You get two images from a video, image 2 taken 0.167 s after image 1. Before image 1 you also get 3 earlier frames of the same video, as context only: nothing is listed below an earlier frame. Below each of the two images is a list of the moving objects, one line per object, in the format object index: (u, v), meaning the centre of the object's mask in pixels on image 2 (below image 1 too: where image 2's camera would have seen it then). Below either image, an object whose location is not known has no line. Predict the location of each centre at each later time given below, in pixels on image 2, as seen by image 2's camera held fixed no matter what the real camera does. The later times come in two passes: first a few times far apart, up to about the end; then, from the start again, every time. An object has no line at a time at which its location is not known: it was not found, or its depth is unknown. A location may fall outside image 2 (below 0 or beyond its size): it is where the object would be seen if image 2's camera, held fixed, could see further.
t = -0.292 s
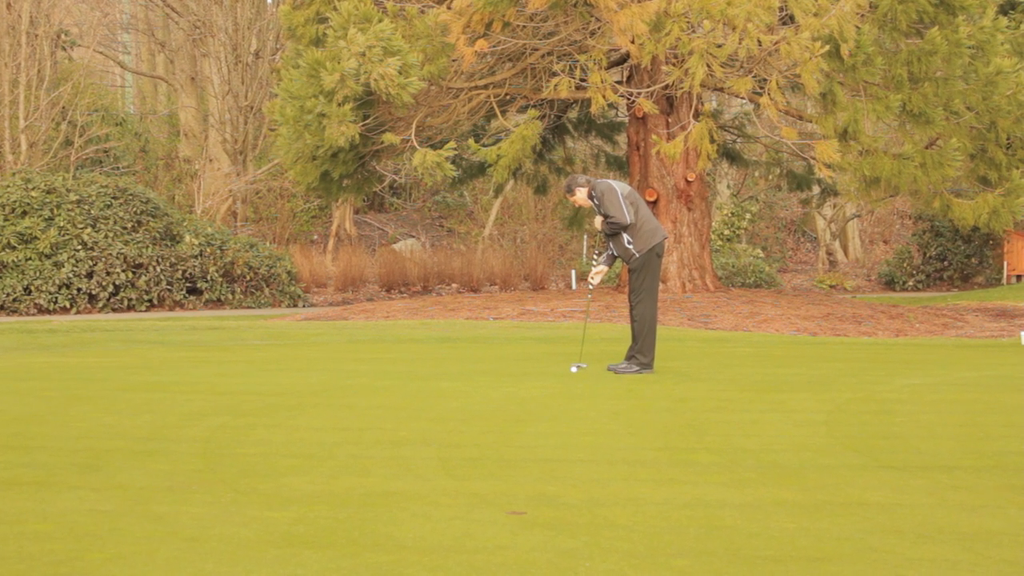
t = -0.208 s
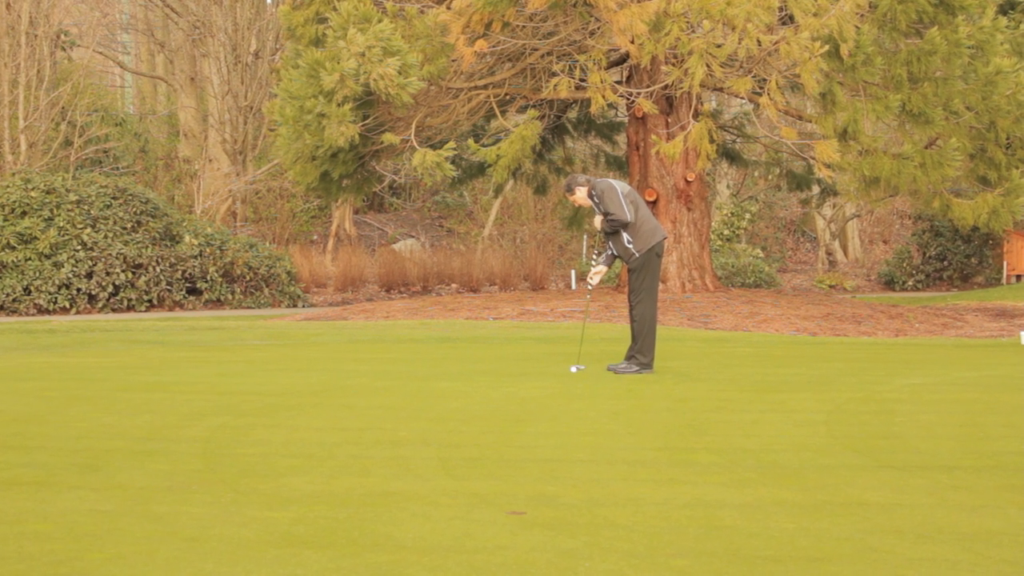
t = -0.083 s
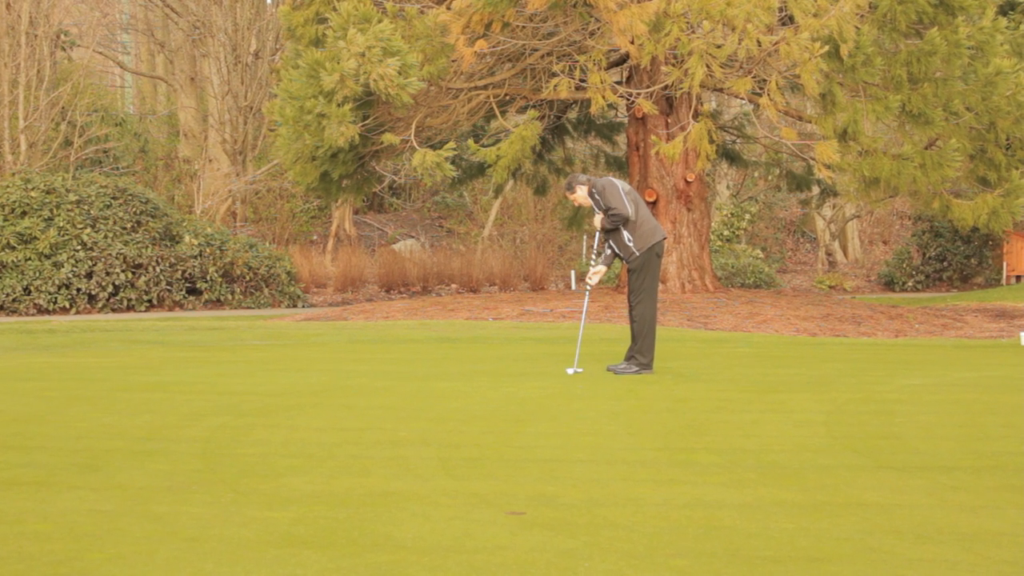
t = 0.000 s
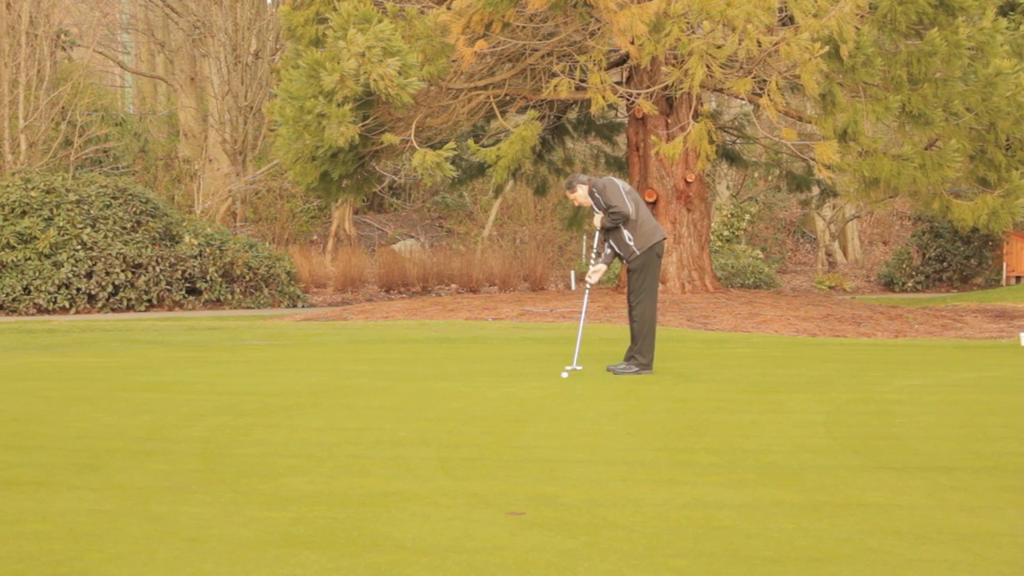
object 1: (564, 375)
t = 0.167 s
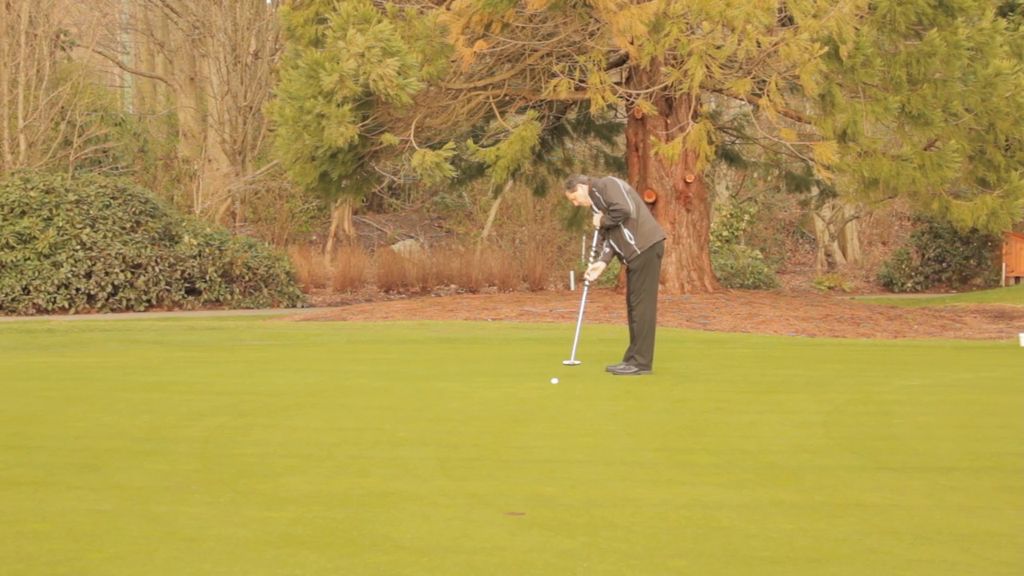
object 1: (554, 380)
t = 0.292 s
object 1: (548, 385)
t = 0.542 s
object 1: (537, 394)
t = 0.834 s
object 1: (526, 406)
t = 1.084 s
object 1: (519, 416)
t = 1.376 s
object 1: (514, 429)
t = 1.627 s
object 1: (510, 439)
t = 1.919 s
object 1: (509, 452)
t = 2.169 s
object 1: (511, 464)
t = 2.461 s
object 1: (516, 477)
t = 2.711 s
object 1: (521, 489)
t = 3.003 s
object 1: (531, 502)
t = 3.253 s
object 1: (541, 514)
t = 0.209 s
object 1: (552, 382)
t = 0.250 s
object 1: (550, 383)
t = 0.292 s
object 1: (548, 385)
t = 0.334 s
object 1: (546, 386)
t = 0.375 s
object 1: (545, 388)
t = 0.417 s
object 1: (543, 389)
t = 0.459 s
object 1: (541, 391)
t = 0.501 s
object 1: (539, 392)
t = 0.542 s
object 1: (537, 394)
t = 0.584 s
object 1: (535, 396)
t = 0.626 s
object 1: (534, 397)
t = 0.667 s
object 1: (532, 399)
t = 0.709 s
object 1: (531, 401)
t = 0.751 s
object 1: (529, 402)
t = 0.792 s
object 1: (528, 404)
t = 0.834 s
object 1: (526, 406)
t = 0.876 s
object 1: (525, 408)
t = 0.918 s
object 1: (523, 410)
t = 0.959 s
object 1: (522, 411)
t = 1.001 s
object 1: (521, 413)
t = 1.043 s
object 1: (520, 415)
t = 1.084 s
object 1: (519, 416)
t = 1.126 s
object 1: (518, 418)
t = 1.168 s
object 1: (517, 420)
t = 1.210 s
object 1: (516, 422)
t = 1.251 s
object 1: (515, 423)
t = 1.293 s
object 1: (514, 425)
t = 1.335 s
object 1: (514, 427)
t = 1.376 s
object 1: (514, 429)
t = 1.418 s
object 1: (513, 430)
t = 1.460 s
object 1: (512, 432)
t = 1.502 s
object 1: (511, 434)
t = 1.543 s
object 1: (511, 436)
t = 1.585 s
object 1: (510, 437)
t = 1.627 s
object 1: (510, 439)
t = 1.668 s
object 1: (510, 441)
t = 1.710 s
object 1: (510, 443)
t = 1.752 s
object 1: (509, 445)
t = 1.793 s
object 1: (509, 447)
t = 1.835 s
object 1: (509, 448)
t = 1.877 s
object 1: (509, 450)
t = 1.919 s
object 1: (509, 452)
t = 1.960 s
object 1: (509, 454)
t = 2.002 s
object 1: (509, 456)
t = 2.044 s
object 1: (510, 458)
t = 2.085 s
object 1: (510, 460)
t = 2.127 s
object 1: (511, 462)
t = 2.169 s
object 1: (511, 464)
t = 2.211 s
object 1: (512, 466)
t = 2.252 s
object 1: (512, 467)
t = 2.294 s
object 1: (513, 469)
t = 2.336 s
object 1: (514, 471)
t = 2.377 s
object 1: (515, 473)
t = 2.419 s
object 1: (515, 475)
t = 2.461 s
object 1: (516, 477)
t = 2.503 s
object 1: (517, 479)
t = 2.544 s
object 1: (517, 481)
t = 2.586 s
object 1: (518, 483)
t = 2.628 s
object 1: (519, 485)
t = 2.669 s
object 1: (520, 487)
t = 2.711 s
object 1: (521, 489)
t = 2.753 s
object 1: (522, 491)
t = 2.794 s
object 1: (524, 493)
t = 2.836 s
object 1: (525, 495)
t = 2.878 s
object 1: (526, 497)
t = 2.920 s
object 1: (527, 498)
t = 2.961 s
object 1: (529, 501)
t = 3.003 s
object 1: (531, 502)
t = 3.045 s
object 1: (532, 504)
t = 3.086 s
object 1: (534, 506)
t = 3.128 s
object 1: (536, 508)
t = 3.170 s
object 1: (538, 510)
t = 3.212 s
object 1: (540, 512)
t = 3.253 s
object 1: (541, 514)
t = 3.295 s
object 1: (544, 516)
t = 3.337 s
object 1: (546, 518)
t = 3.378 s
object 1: (548, 520)
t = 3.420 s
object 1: (550, 522)
